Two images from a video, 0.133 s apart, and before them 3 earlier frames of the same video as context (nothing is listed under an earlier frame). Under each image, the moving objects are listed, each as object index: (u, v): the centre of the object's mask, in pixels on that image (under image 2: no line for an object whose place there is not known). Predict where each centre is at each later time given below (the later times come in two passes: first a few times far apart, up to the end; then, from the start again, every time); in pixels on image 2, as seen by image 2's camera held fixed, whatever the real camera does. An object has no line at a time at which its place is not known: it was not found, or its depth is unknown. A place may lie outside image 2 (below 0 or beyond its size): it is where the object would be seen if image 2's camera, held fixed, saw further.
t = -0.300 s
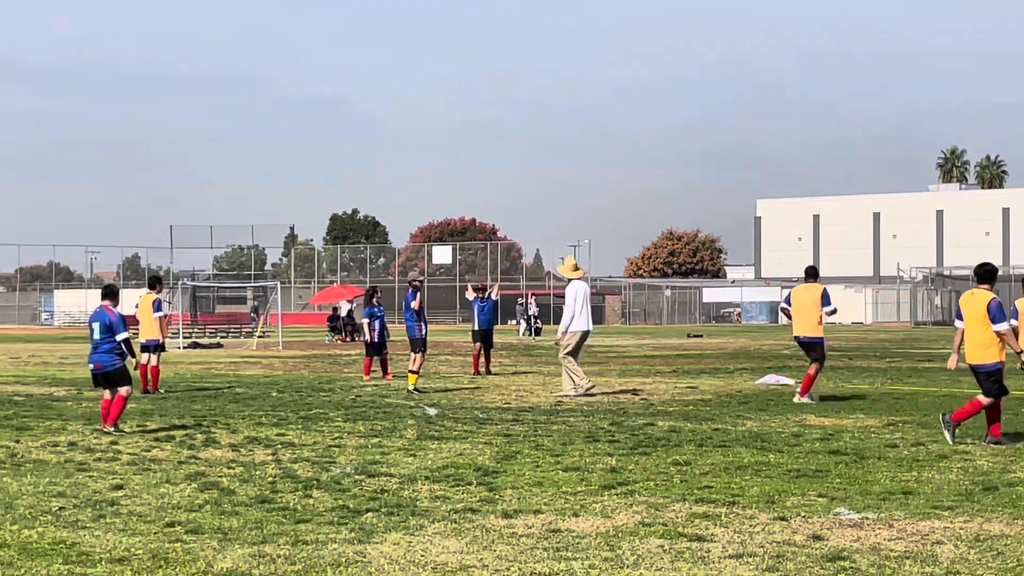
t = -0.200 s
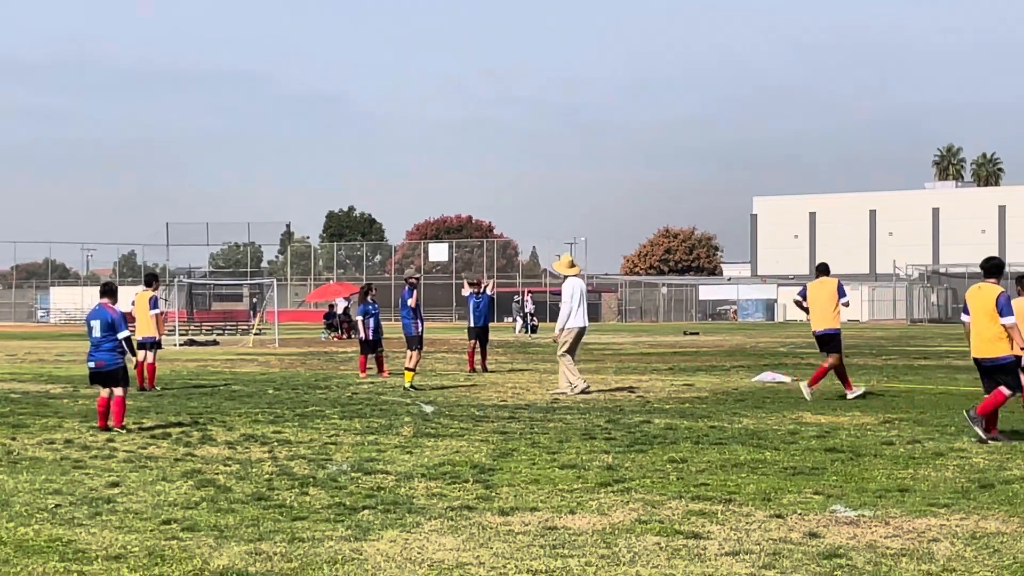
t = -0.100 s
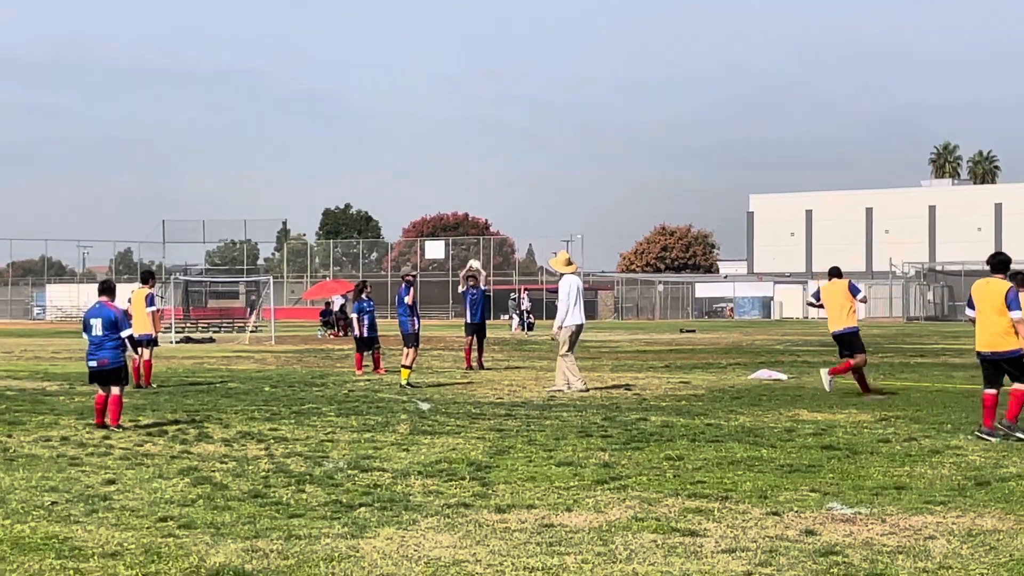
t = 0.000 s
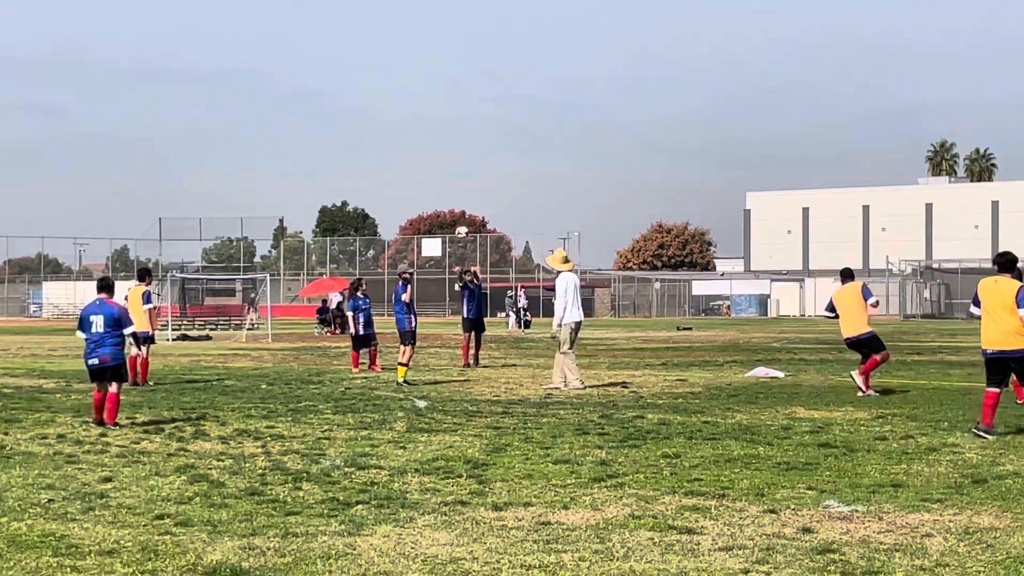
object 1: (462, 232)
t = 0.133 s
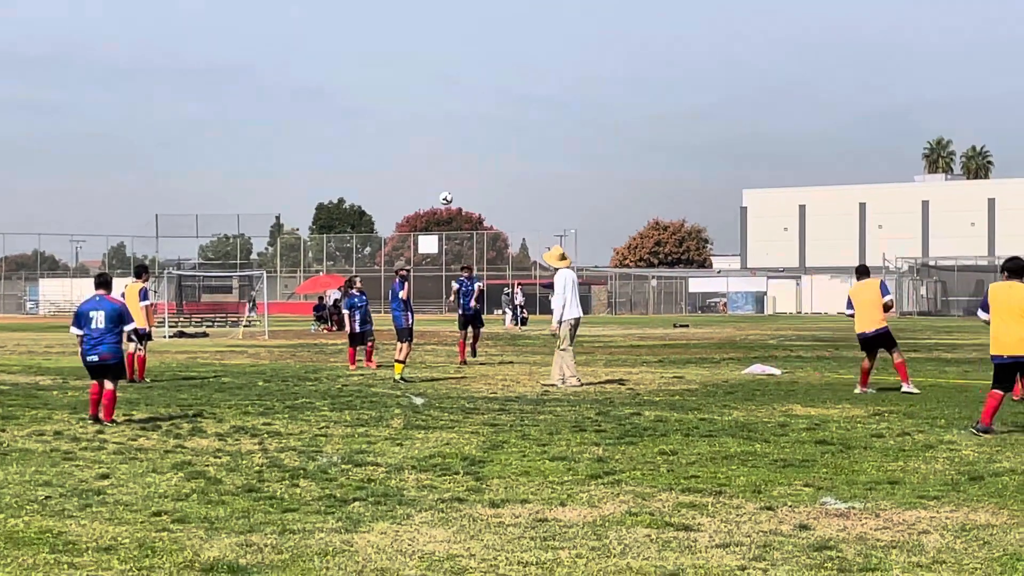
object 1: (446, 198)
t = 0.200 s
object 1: (437, 186)
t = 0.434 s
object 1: (410, 162)
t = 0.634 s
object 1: (388, 169)
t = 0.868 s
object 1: (356, 217)
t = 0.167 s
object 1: (441, 192)
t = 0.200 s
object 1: (437, 186)
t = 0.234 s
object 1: (434, 180)
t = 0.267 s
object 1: (431, 176)
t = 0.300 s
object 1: (427, 171)
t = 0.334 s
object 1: (423, 168)
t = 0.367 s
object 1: (417, 166)
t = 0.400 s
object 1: (413, 163)
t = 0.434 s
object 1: (410, 162)
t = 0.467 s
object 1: (406, 162)
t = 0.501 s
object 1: (402, 162)
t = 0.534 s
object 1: (399, 162)
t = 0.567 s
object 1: (395, 164)
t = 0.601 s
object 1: (391, 166)
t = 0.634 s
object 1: (388, 169)
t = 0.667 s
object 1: (383, 173)
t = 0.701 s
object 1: (378, 178)
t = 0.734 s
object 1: (373, 184)
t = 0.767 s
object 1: (369, 191)
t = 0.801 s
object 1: (366, 199)
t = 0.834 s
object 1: (361, 207)
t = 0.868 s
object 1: (356, 217)
